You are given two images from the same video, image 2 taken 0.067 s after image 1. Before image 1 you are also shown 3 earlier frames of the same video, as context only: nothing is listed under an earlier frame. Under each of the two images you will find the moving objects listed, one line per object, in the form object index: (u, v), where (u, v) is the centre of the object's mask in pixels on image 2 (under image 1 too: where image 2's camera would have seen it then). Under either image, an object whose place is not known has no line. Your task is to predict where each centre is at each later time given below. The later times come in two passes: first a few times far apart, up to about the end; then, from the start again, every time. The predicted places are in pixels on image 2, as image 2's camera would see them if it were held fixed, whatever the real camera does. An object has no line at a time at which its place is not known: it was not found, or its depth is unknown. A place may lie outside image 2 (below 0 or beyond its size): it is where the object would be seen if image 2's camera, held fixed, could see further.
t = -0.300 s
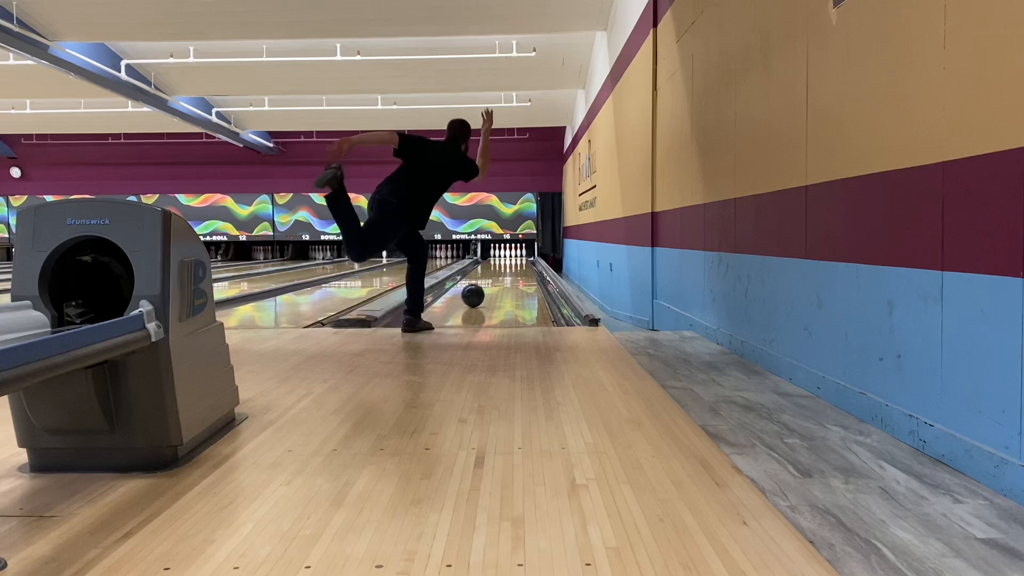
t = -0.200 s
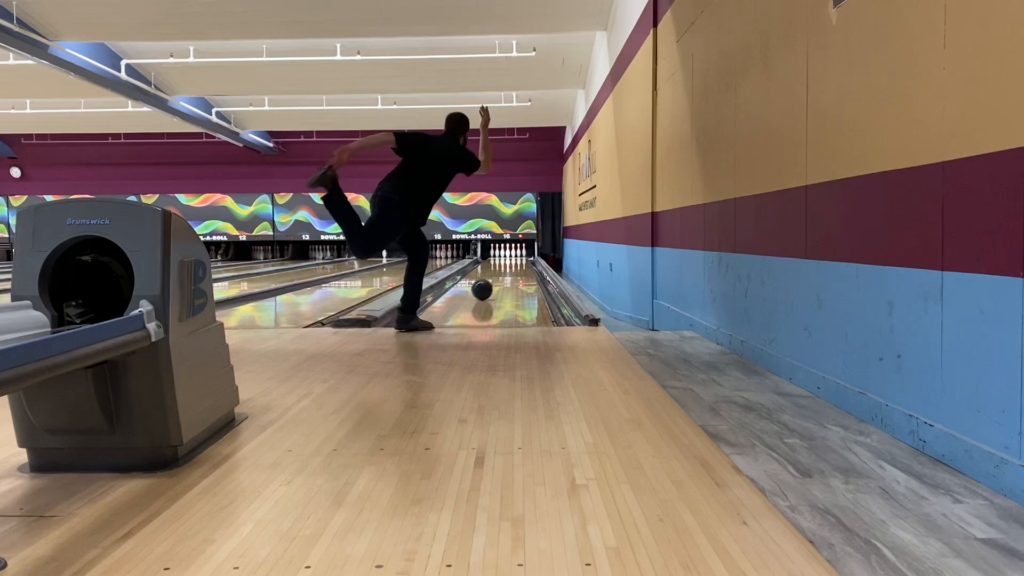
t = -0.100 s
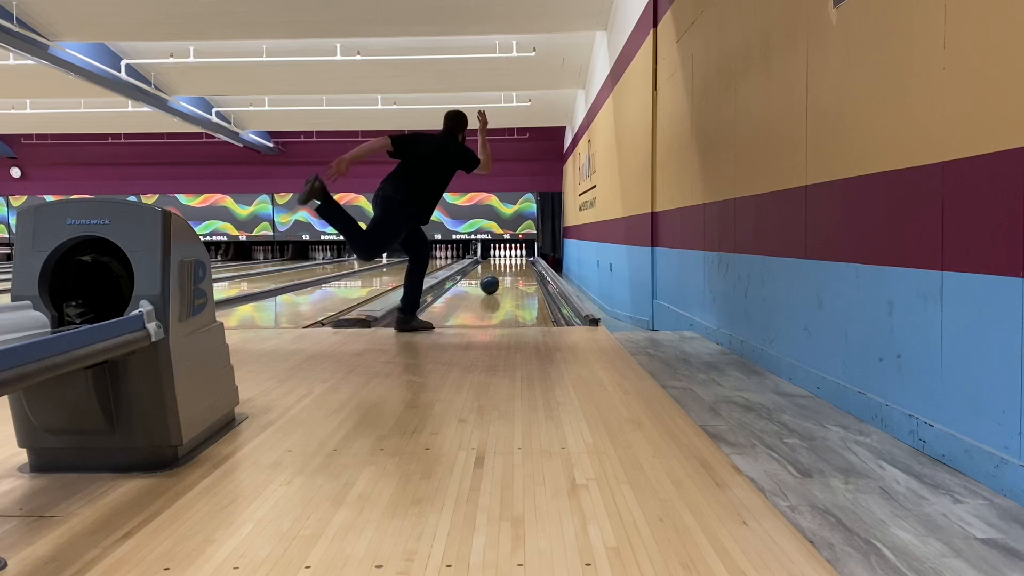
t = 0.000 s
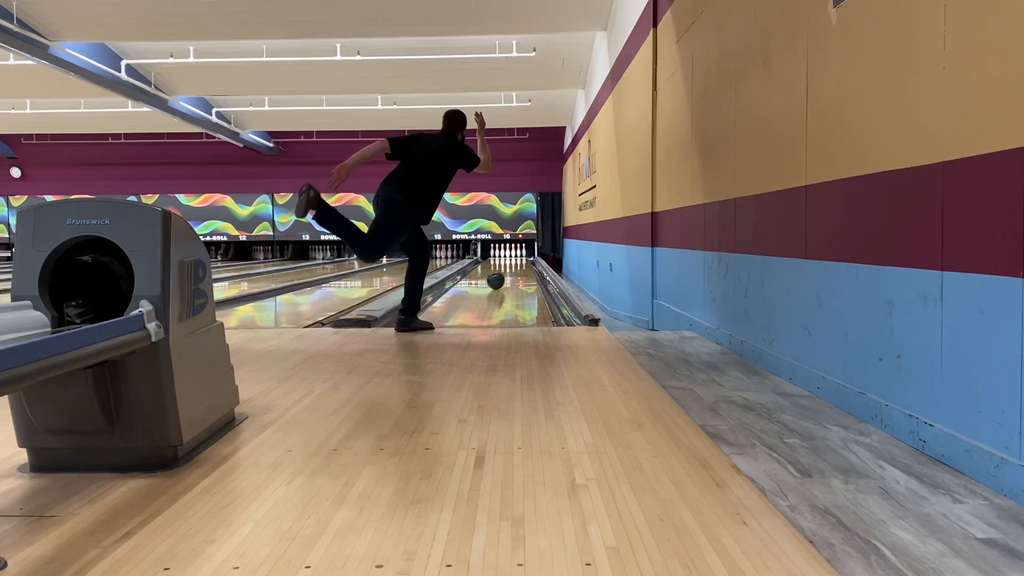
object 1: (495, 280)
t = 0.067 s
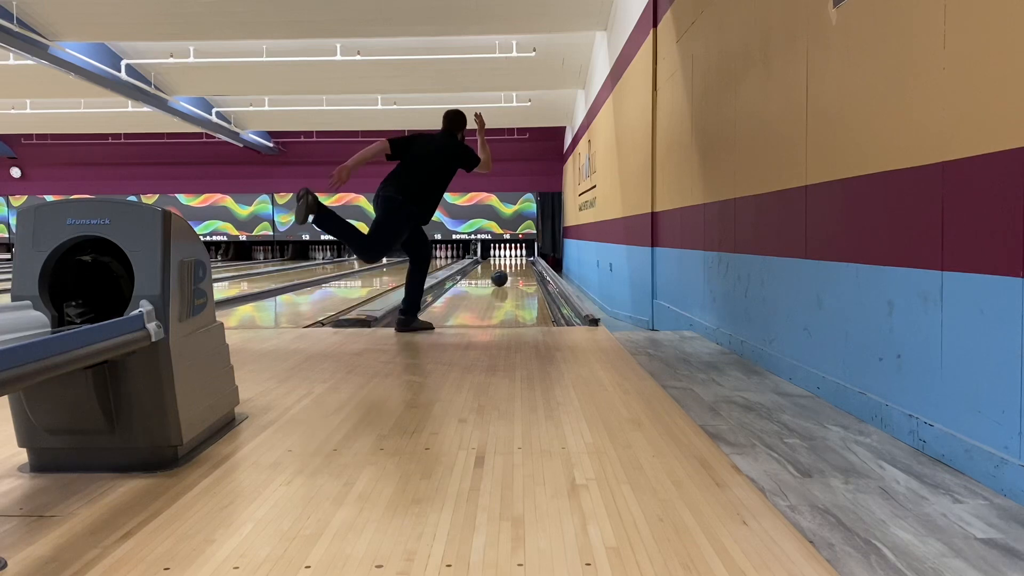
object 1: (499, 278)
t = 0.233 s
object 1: (507, 273)
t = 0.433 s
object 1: (514, 269)
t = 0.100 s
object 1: (501, 277)
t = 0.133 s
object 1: (502, 276)
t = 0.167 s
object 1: (504, 275)
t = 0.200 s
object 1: (505, 274)
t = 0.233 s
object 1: (507, 273)
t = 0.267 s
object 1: (508, 272)
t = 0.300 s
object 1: (509, 271)
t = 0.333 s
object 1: (510, 271)
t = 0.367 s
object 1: (511, 270)
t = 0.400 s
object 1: (512, 269)
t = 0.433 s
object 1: (514, 269)
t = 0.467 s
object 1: (514, 268)
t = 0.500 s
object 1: (515, 267)
